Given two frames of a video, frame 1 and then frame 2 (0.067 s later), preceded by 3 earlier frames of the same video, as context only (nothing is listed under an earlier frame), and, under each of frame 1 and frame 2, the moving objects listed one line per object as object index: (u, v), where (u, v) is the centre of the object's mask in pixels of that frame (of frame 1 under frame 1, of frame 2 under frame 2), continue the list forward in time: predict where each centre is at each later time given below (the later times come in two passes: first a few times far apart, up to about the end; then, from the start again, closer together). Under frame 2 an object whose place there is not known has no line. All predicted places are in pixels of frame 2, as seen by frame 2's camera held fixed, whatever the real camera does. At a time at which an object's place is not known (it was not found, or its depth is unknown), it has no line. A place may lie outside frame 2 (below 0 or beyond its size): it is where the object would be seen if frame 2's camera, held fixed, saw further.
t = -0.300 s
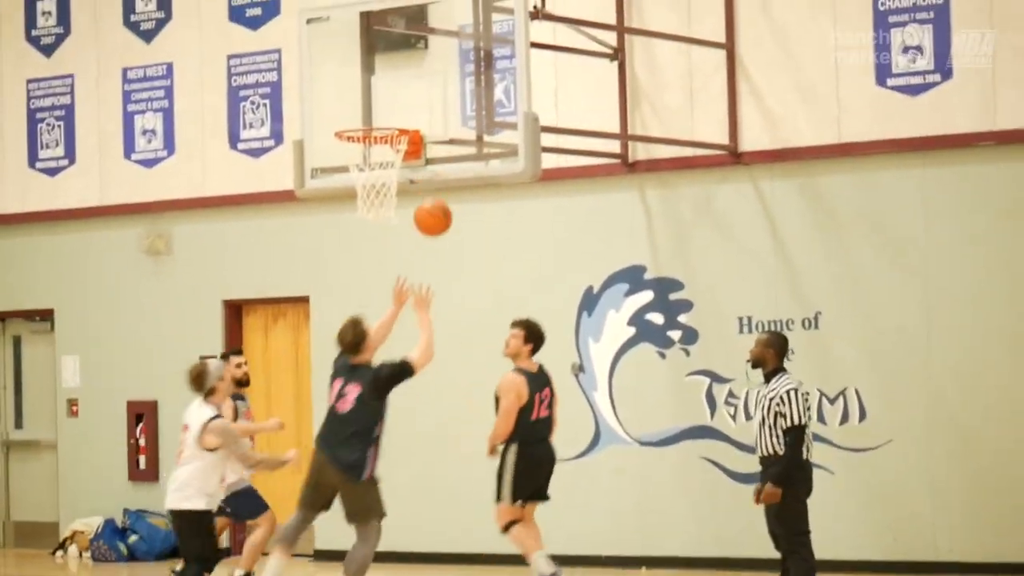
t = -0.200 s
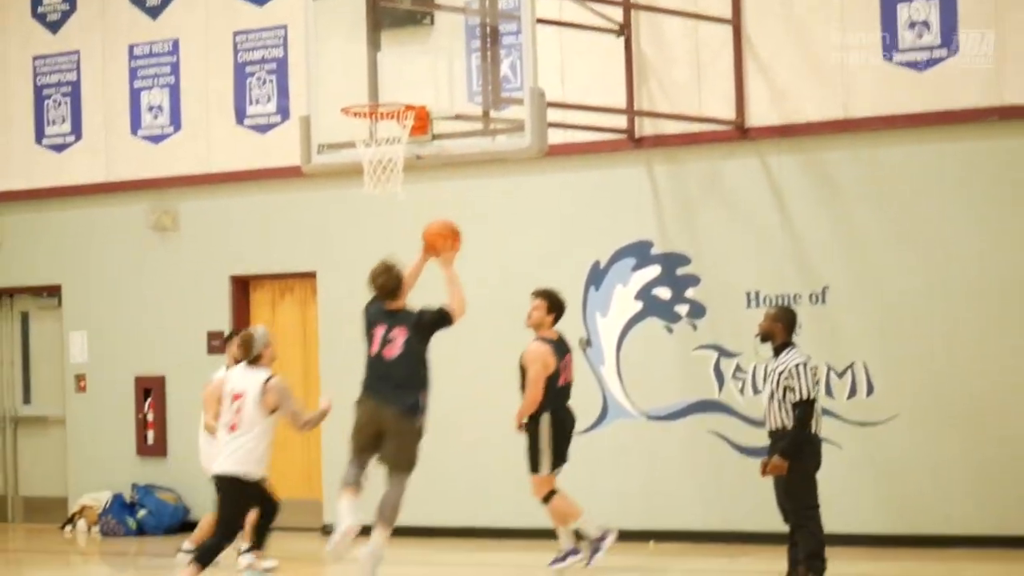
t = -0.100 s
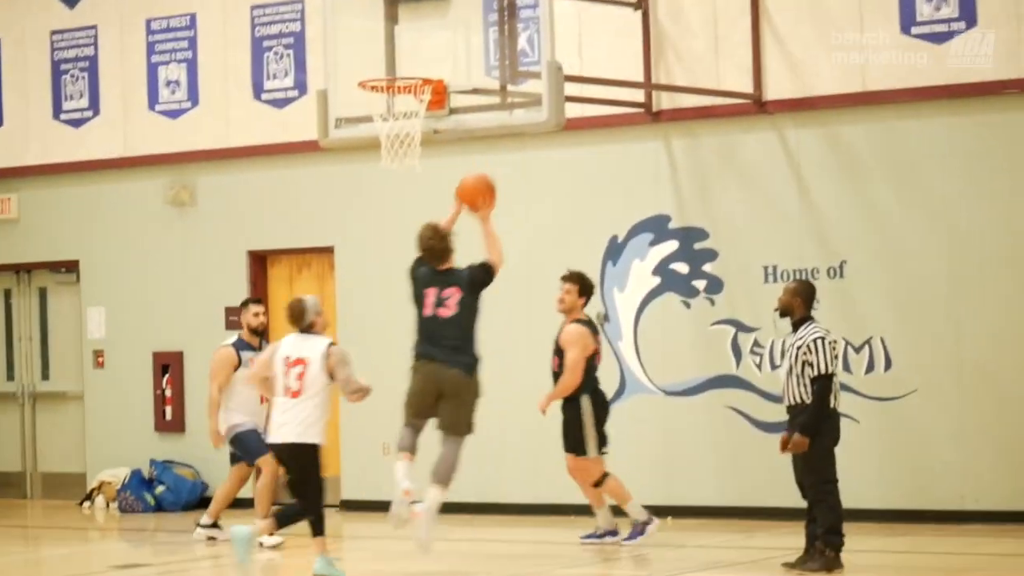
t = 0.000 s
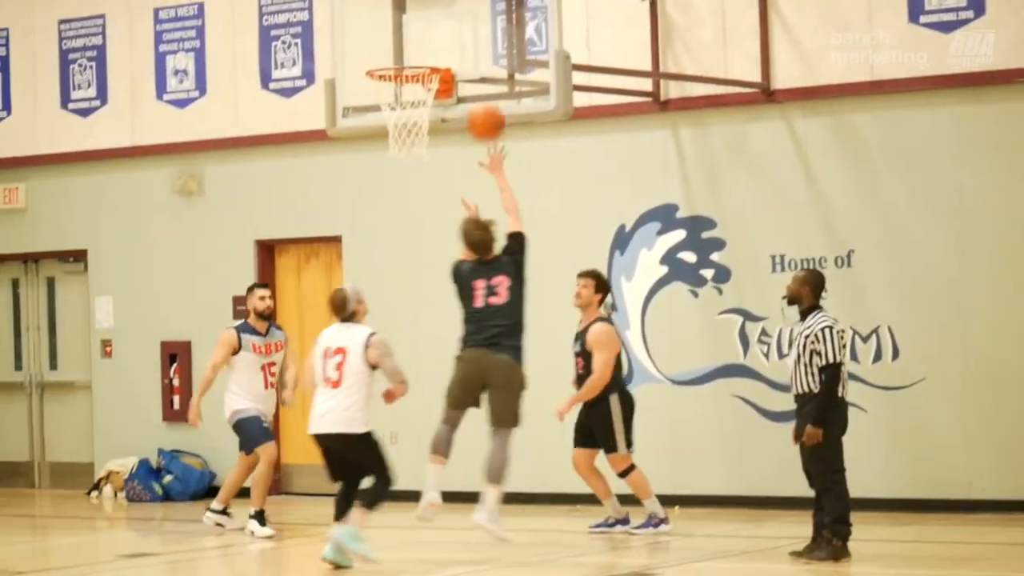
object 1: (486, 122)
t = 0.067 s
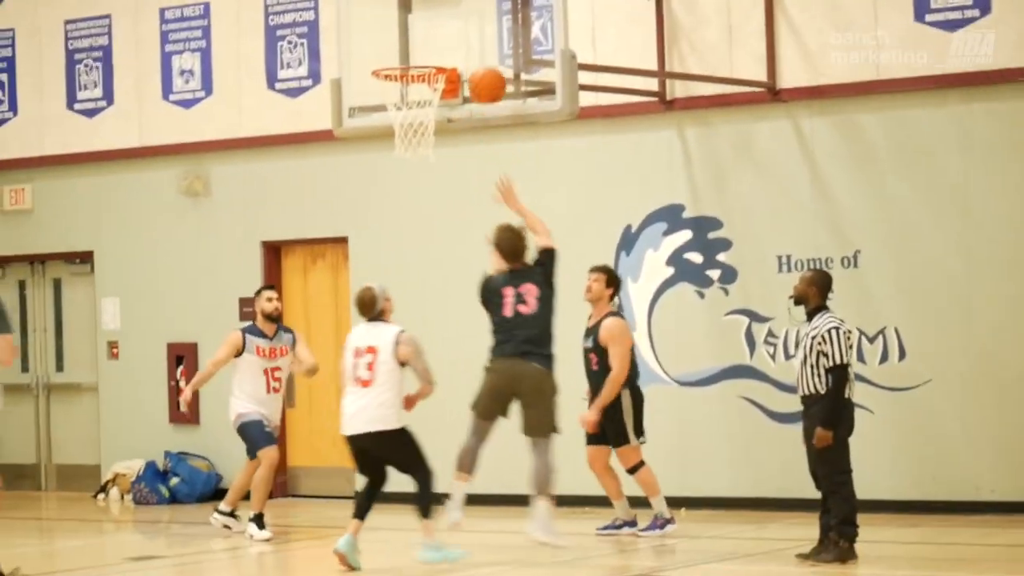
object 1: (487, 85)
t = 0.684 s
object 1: (409, 56)
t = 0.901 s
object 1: (399, 133)
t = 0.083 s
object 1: (485, 77)
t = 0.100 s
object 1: (484, 69)
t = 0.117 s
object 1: (483, 62)
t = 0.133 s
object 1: (482, 54)
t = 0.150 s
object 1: (481, 48)
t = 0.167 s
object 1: (480, 42)
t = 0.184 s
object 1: (478, 38)
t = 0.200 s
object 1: (476, 35)
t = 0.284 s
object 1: (459, 30)
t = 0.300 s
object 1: (456, 30)
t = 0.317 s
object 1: (452, 31)
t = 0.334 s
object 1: (449, 32)
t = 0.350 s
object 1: (446, 34)
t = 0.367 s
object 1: (442, 36)
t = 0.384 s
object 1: (439, 38)
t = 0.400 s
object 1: (436, 41)
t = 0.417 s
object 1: (433, 44)
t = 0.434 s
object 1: (429, 48)
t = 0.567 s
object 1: (418, 44)
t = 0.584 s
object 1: (417, 45)
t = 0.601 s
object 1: (415, 47)
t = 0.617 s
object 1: (414, 49)
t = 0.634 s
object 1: (413, 51)
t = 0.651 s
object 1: (412, 53)
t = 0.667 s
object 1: (411, 55)
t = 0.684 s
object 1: (409, 56)
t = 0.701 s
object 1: (408, 57)
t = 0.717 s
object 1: (407, 70)
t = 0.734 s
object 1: (406, 75)
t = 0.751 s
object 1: (405, 83)
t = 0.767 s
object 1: (404, 88)
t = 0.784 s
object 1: (401, 93)
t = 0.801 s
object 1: (401, 99)
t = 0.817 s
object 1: (401, 105)
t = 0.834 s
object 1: (400, 111)
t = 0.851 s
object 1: (399, 117)
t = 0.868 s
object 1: (398, 122)
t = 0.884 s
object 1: (398, 126)
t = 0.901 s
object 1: (399, 133)
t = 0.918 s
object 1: (401, 143)
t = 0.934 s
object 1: (399, 151)
